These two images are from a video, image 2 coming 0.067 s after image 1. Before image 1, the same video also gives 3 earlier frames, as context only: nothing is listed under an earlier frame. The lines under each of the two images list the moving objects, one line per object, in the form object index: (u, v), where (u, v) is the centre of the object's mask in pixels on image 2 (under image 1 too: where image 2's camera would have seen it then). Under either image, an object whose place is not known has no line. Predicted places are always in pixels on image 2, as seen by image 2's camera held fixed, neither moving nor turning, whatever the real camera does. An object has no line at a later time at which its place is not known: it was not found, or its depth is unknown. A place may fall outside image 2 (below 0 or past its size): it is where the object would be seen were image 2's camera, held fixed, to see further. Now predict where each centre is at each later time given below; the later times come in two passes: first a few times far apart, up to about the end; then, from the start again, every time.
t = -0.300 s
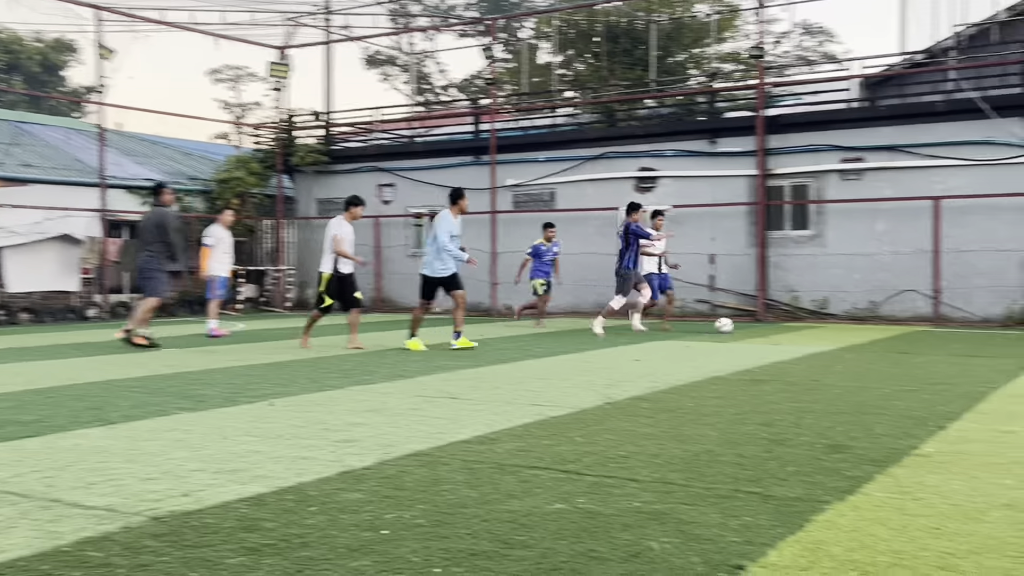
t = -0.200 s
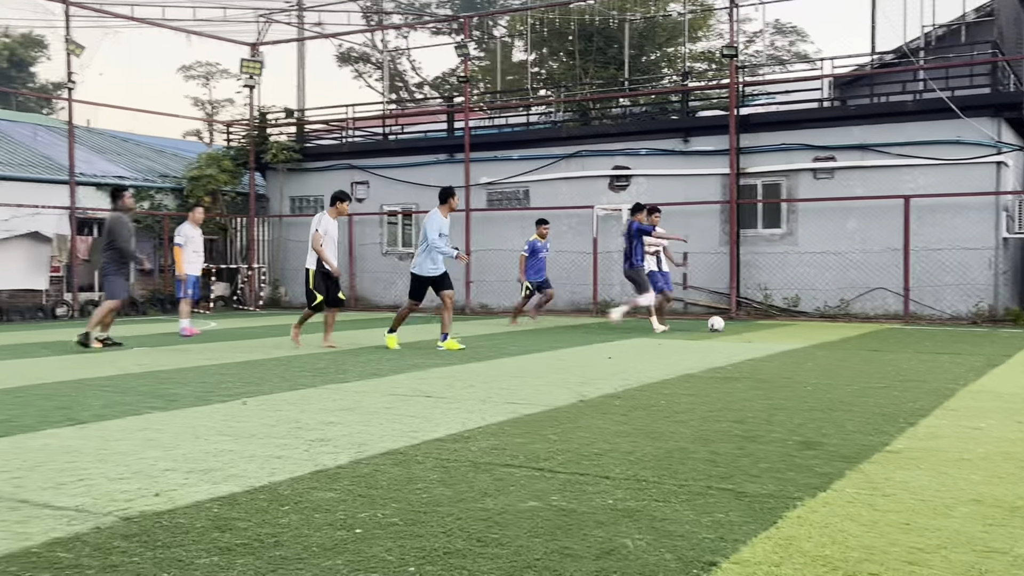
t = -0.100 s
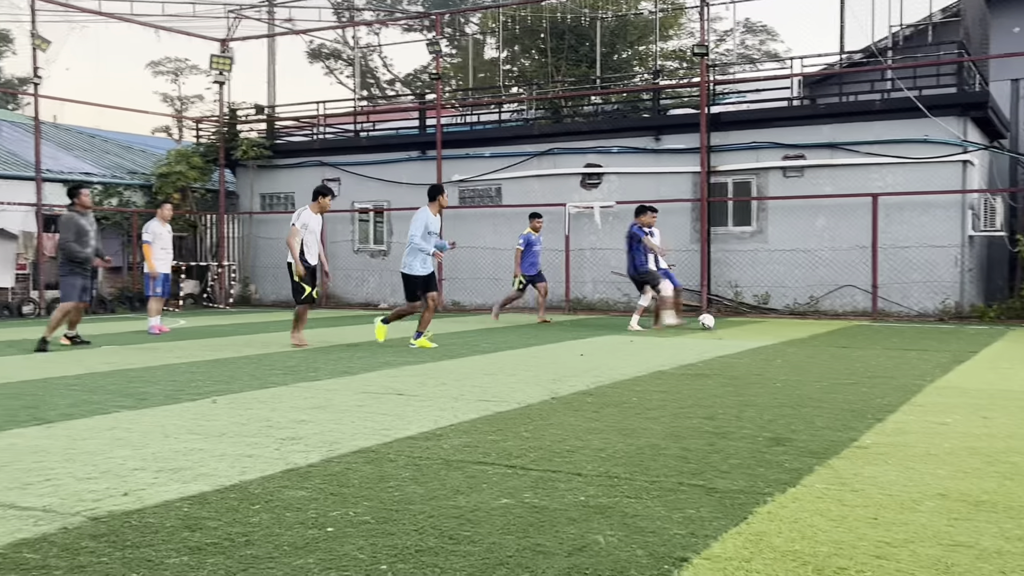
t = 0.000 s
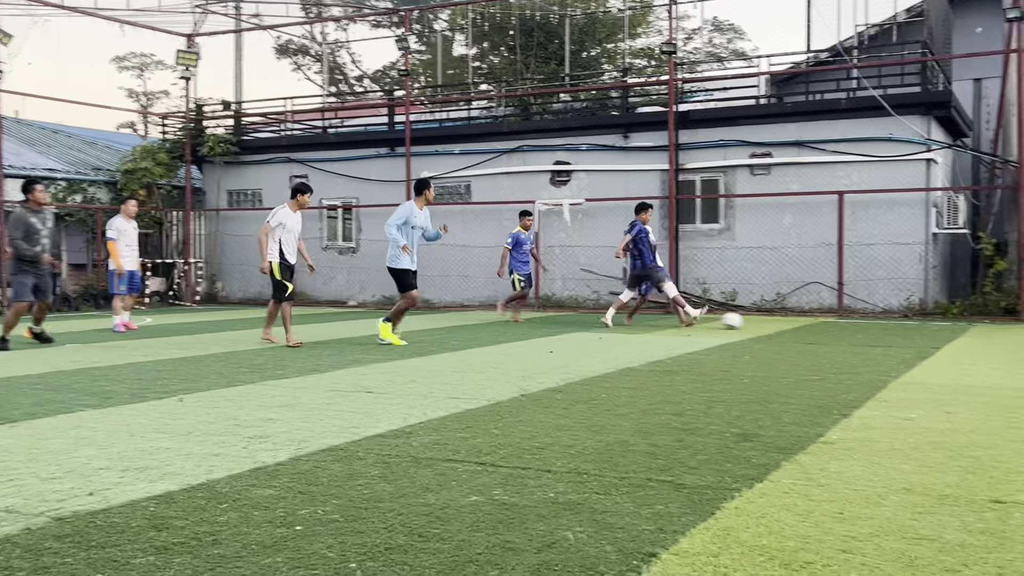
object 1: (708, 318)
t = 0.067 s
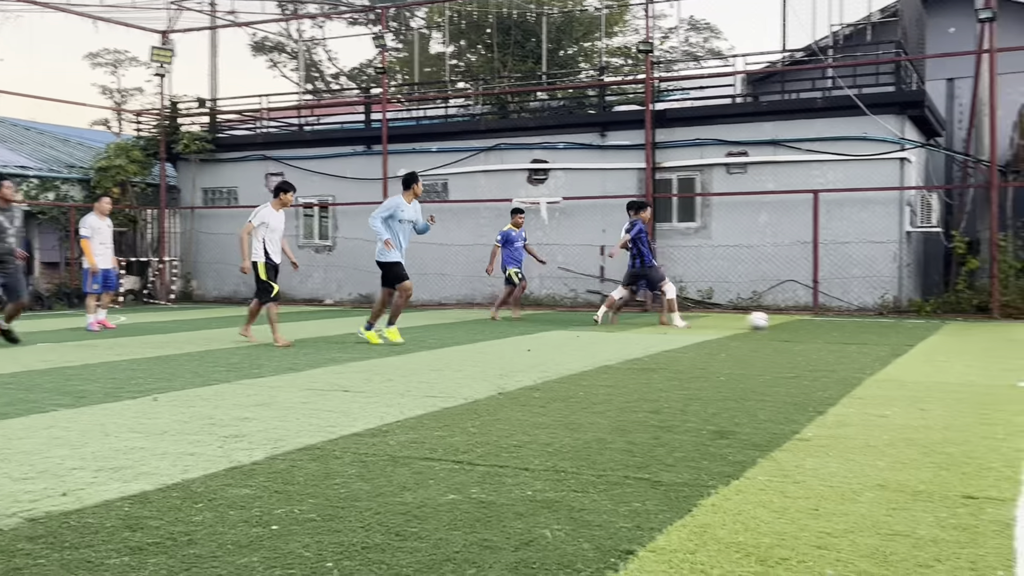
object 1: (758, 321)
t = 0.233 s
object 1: (890, 327)
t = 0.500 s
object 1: (1129, 336)
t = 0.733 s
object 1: (1360, 346)
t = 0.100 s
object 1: (783, 322)
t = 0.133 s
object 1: (810, 323)
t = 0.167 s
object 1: (836, 325)
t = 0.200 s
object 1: (863, 326)
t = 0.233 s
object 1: (890, 327)
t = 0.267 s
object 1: (918, 328)
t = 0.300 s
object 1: (946, 328)
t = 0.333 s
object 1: (975, 330)
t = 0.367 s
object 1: (1005, 332)
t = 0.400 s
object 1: (1034, 333)
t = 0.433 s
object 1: (1065, 334)
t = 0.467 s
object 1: (1096, 335)
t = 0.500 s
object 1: (1129, 336)
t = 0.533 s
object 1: (1161, 339)
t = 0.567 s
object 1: (1192, 338)
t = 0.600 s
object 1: (1224, 339)
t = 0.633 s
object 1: (1257, 340)
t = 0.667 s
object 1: (1291, 343)
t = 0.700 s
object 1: (1326, 346)
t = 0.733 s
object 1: (1360, 346)
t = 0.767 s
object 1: (1395, 346)
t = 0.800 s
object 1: (1433, 349)
